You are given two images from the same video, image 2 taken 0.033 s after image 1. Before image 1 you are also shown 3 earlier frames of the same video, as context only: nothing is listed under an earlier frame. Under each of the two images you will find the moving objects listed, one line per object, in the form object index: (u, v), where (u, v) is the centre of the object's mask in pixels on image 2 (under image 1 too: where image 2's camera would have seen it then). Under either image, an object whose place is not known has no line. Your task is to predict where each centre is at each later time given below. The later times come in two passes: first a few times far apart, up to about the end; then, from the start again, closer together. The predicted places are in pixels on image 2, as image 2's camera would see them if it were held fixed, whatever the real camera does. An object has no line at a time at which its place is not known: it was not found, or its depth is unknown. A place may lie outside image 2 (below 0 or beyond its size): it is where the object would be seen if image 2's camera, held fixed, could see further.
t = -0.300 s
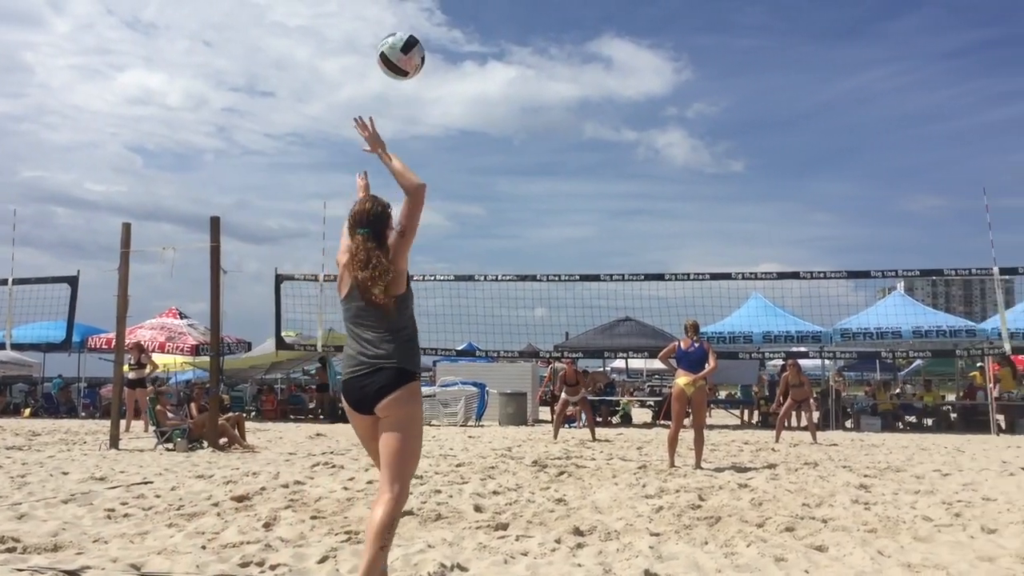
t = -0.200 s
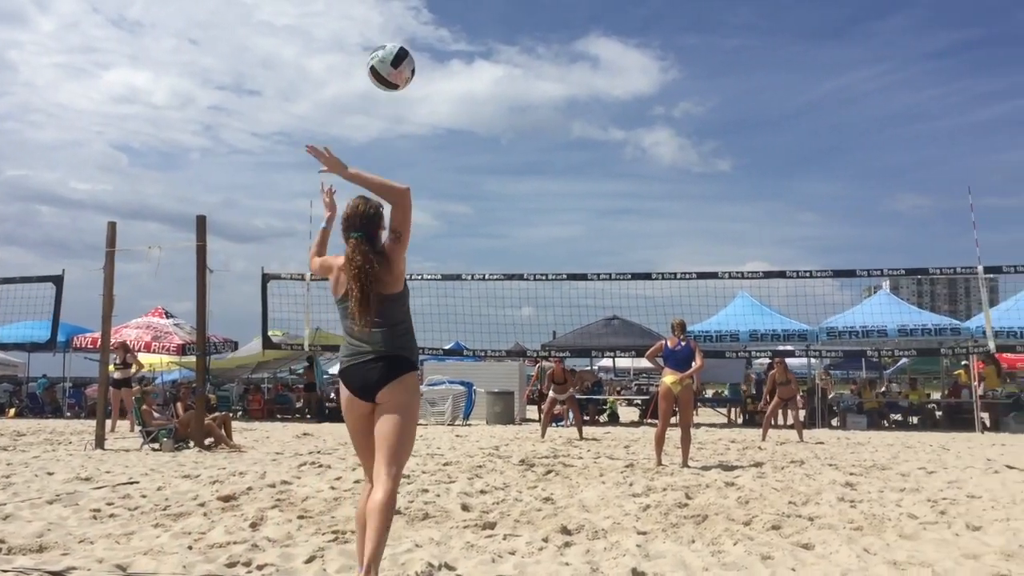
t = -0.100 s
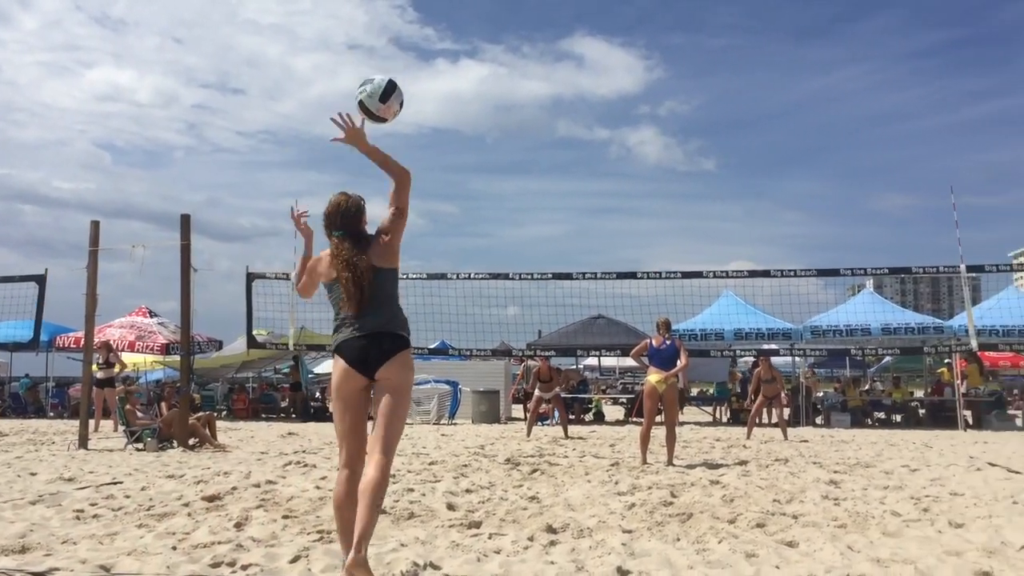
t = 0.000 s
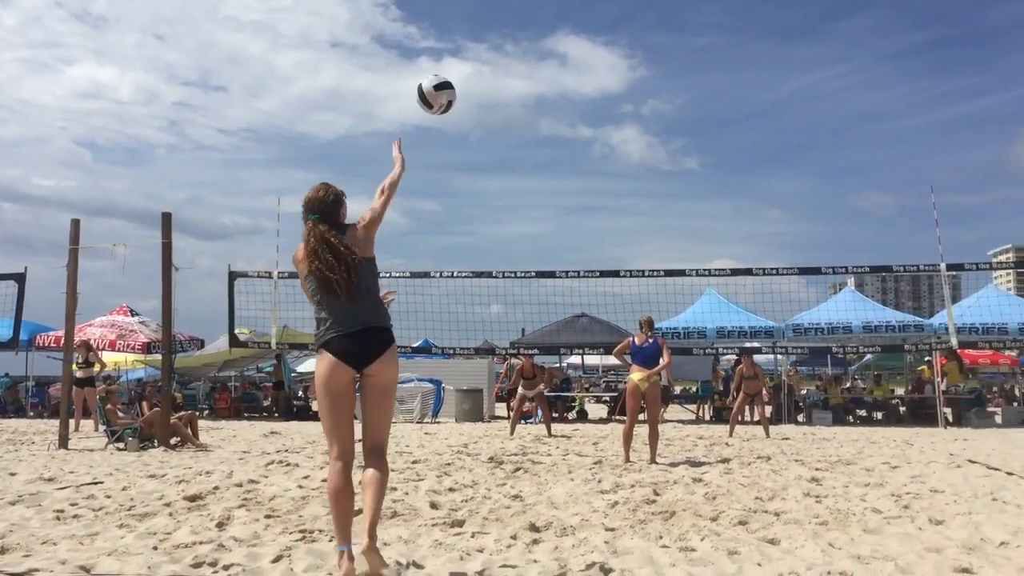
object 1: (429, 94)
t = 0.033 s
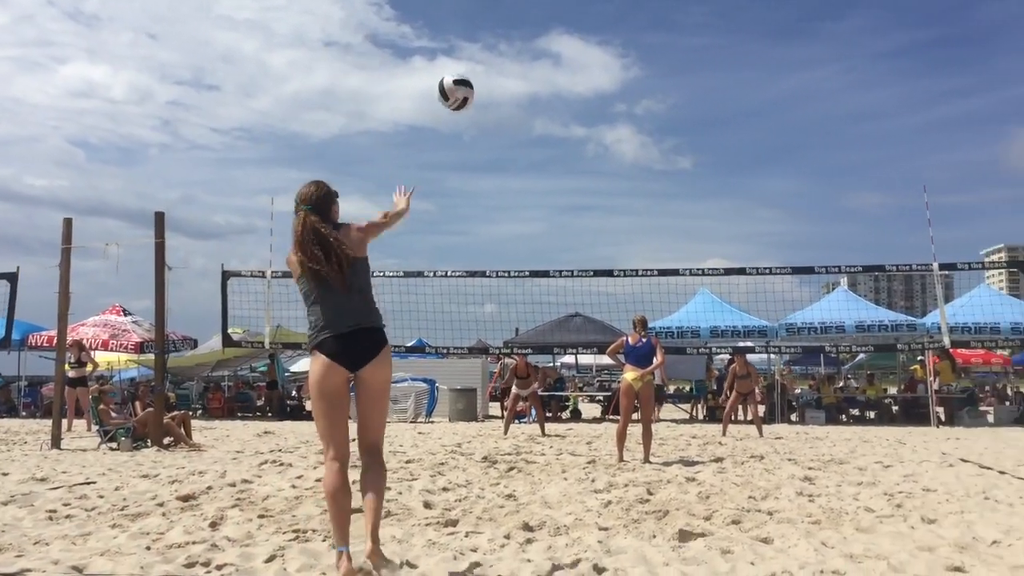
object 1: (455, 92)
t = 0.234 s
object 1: (559, 115)
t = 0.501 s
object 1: (639, 197)
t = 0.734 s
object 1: (679, 287)
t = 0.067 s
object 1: (478, 93)
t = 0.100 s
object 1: (497, 95)
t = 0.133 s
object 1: (515, 98)
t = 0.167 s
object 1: (531, 103)
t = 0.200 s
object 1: (545, 108)
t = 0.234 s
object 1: (559, 115)
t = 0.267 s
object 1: (571, 122)
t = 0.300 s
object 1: (584, 131)
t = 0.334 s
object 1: (594, 141)
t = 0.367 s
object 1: (604, 151)
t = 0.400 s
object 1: (614, 161)
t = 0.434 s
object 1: (622, 173)
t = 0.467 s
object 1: (631, 184)
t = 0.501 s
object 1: (639, 197)
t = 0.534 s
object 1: (645, 208)
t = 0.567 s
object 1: (652, 220)
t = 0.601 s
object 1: (658, 233)
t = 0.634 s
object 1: (664, 246)
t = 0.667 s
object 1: (669, 260)
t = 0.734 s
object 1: (679, 287)
